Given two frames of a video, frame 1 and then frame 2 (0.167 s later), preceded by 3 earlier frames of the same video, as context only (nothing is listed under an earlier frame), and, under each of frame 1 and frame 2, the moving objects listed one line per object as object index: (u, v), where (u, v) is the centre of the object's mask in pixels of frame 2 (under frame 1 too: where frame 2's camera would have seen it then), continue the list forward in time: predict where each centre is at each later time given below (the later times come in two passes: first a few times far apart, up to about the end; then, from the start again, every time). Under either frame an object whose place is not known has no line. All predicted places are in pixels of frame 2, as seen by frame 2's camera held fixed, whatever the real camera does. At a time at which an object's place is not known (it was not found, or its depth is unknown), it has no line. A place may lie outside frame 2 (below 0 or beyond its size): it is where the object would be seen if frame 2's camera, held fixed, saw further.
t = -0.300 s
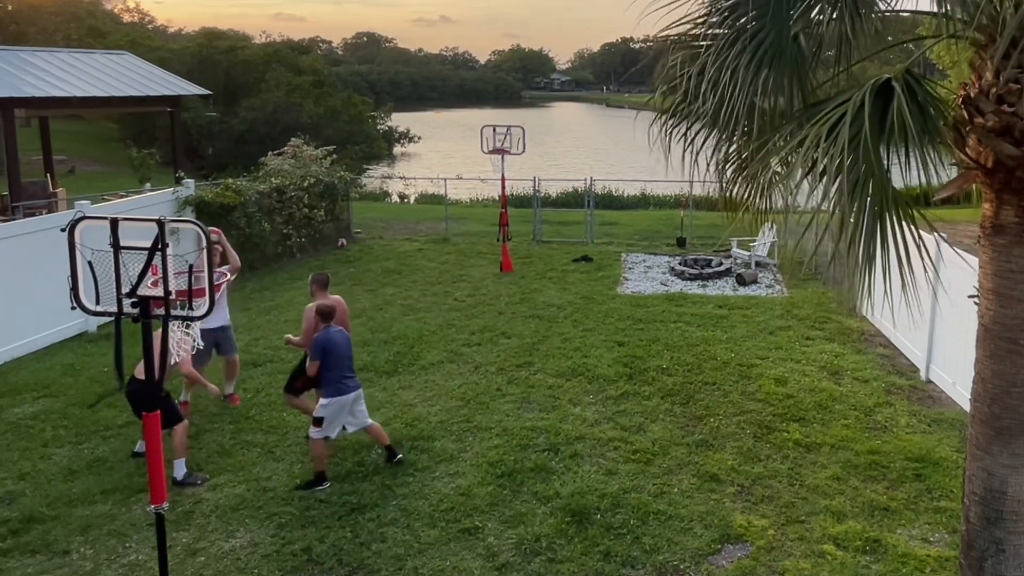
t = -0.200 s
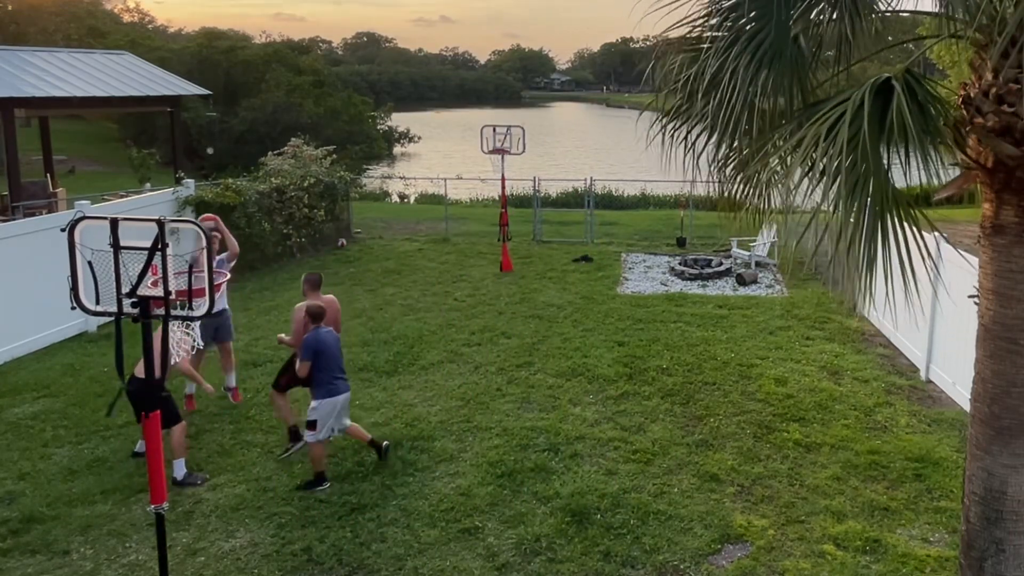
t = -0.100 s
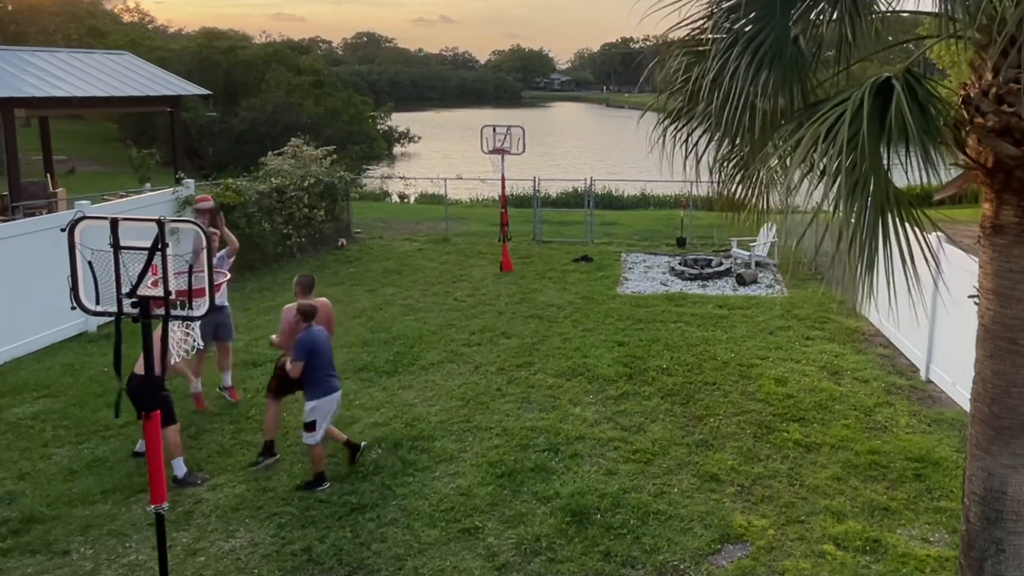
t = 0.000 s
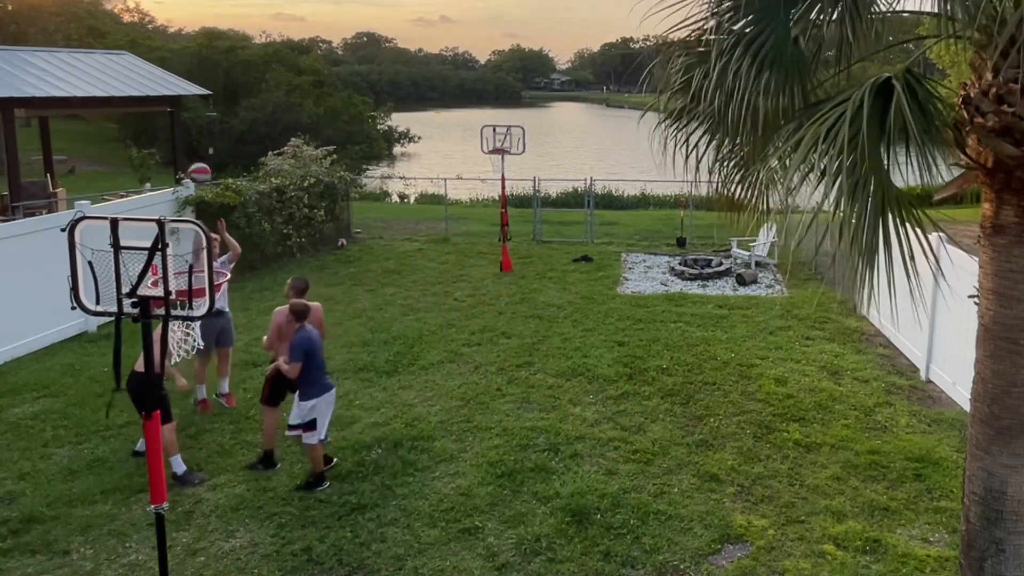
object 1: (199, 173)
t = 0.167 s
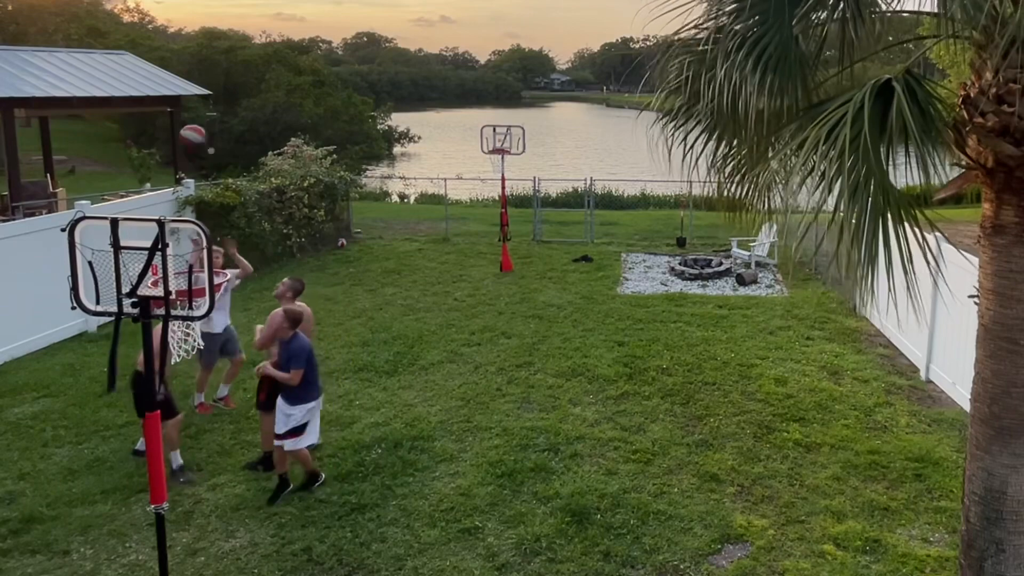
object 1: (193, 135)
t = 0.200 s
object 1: (191, 131)
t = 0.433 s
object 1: (183, 132)
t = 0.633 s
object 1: (178, 200)
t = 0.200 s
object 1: (191, 131)
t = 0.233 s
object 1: (190, 128)
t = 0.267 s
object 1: (189, 124)
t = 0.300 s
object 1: (188, 124)
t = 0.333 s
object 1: (186, 125)
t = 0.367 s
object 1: (185, 126)
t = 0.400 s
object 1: (184, 128)
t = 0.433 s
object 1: (183, 132)
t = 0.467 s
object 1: (182, 140)
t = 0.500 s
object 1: (181, 148)
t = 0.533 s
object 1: (180, 157)
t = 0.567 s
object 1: (180, 169)
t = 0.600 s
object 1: (179, 183)
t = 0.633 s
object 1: (178, 200)
